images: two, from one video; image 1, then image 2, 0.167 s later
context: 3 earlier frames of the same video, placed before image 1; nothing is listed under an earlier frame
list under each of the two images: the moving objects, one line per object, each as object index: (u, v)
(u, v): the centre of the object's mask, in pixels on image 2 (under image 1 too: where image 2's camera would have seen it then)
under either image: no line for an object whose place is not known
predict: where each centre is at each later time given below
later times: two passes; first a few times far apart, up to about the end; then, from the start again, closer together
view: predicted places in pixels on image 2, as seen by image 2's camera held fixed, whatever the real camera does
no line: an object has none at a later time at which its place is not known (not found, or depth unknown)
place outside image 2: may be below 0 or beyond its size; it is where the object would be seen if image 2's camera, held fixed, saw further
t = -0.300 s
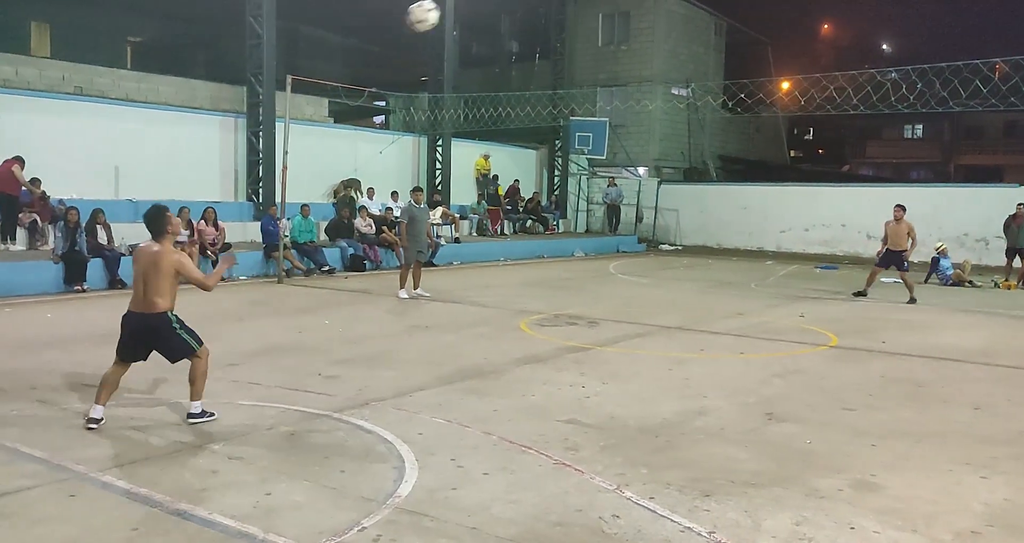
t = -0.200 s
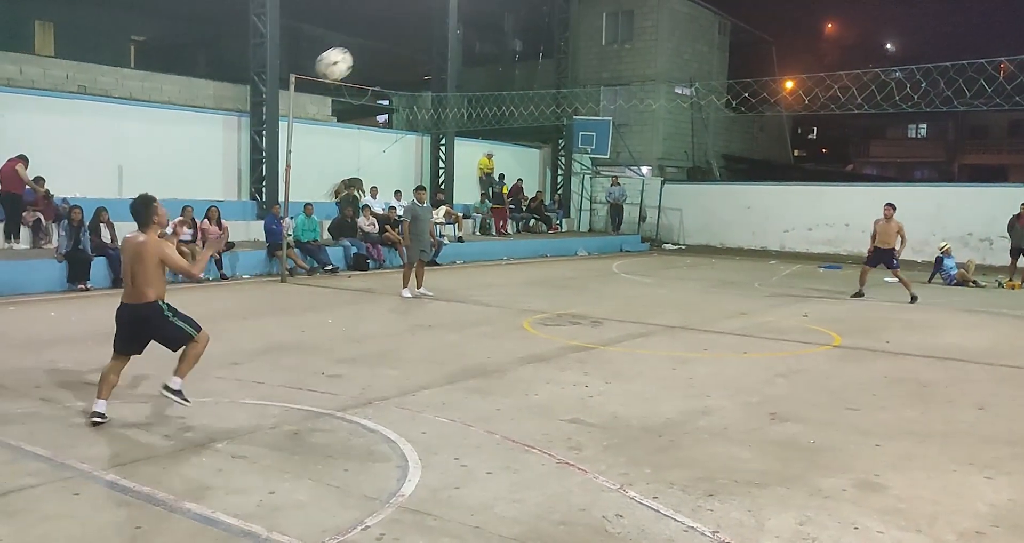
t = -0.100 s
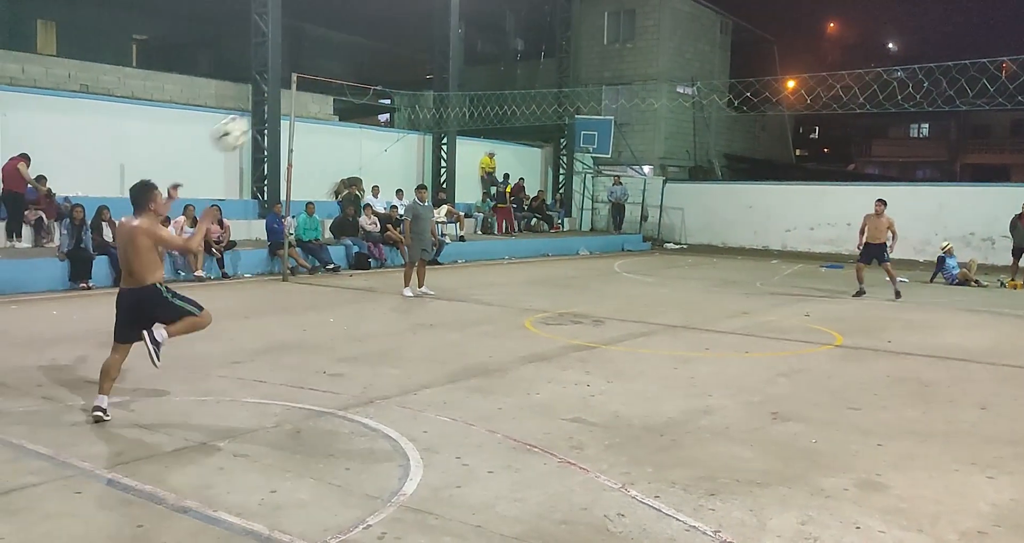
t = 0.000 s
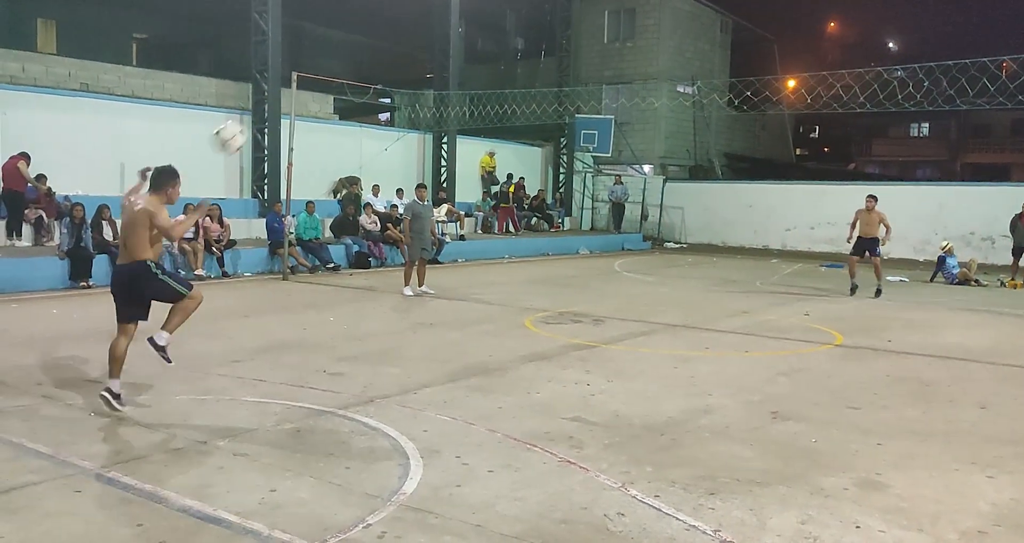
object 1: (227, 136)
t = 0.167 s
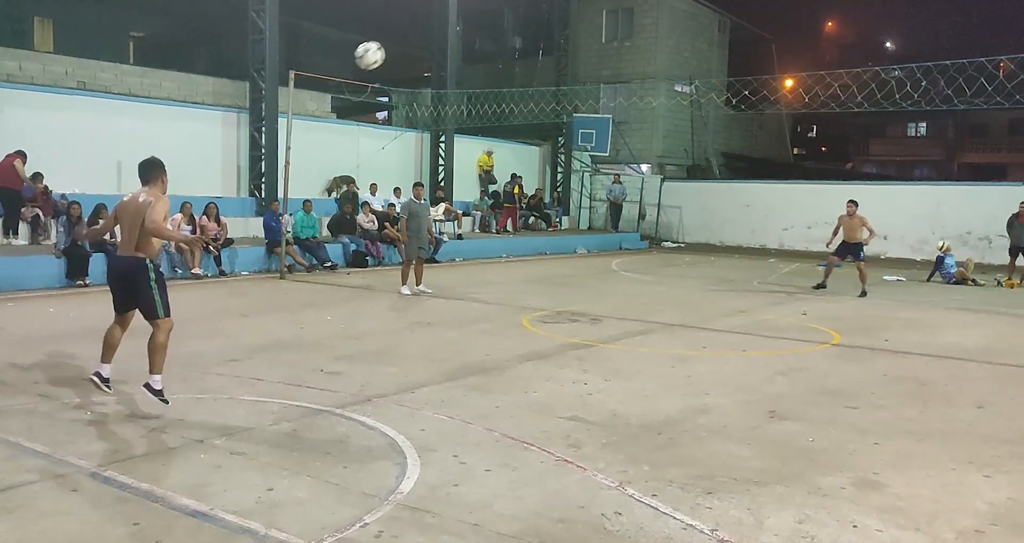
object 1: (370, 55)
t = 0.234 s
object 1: (413, 38)
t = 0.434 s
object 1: (515, 22)
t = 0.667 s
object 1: (594, 46)
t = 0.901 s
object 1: (648, 99)
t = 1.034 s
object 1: (671, 137)
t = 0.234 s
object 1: (413, 38)
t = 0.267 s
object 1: (433, 32)
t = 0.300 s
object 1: (452, 27)
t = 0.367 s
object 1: (485, 23)
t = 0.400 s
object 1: (500, 22)
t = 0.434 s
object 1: (515, 22)
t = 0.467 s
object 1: (528, 23)
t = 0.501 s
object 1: (541, 26)
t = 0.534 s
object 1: (553, 28)
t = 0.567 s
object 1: (564, 32)
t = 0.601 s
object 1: (575, 36)
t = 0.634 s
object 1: (585, 41)
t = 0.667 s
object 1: (594, 46)
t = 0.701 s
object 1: (603, 52)
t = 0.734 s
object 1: (612, 59)
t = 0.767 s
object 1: (619, 66)
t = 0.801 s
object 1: (627, 74)
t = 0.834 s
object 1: (635, 82)
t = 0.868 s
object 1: (642, 90)
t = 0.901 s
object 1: (648, 99)
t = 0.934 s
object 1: (654, 108)
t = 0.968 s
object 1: (660, 118)
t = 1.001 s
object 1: (666, 127)
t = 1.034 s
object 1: (671, 137)
